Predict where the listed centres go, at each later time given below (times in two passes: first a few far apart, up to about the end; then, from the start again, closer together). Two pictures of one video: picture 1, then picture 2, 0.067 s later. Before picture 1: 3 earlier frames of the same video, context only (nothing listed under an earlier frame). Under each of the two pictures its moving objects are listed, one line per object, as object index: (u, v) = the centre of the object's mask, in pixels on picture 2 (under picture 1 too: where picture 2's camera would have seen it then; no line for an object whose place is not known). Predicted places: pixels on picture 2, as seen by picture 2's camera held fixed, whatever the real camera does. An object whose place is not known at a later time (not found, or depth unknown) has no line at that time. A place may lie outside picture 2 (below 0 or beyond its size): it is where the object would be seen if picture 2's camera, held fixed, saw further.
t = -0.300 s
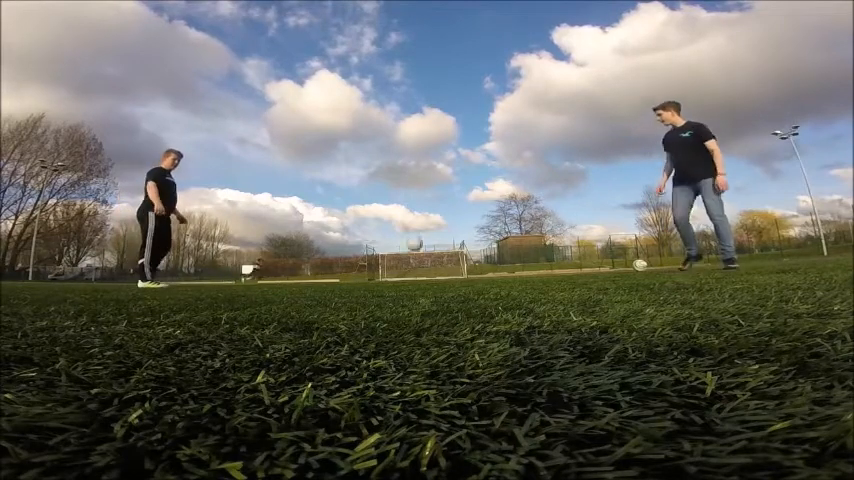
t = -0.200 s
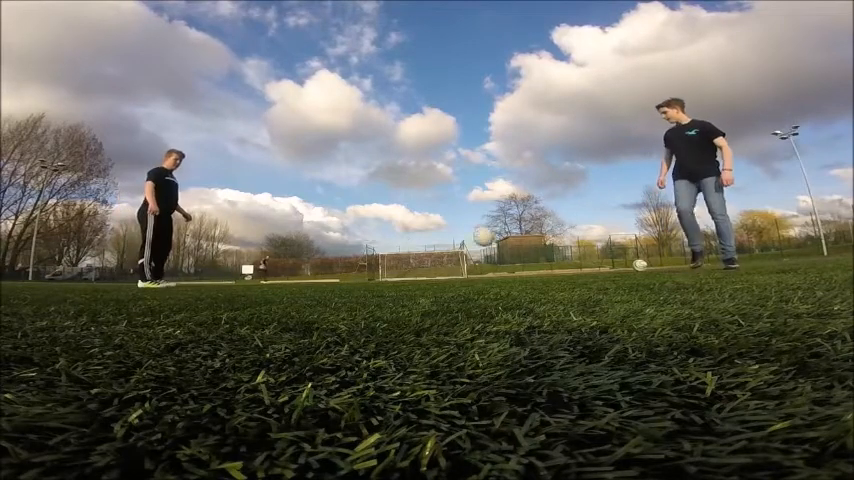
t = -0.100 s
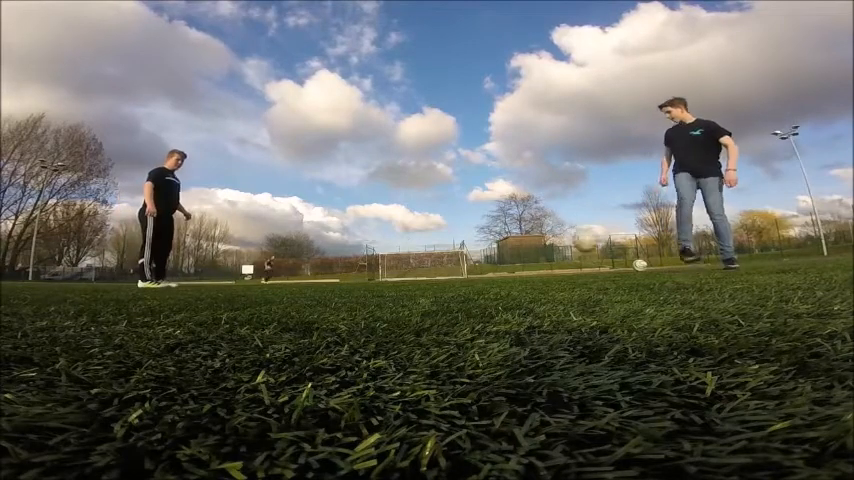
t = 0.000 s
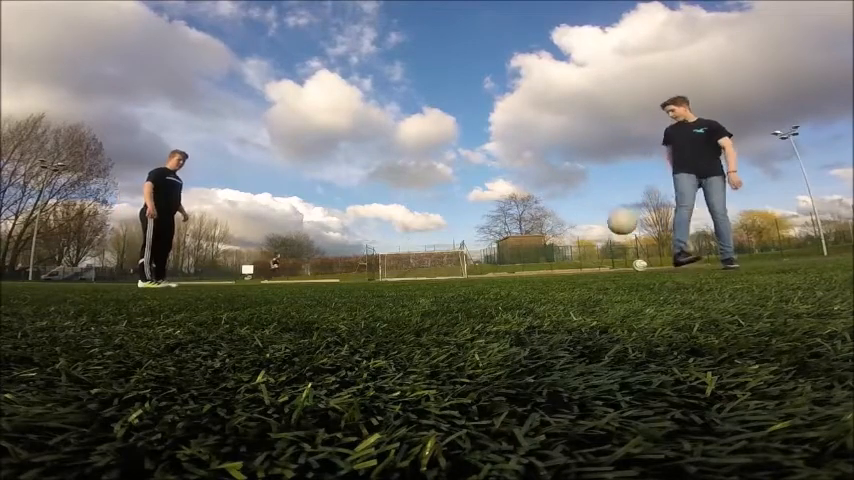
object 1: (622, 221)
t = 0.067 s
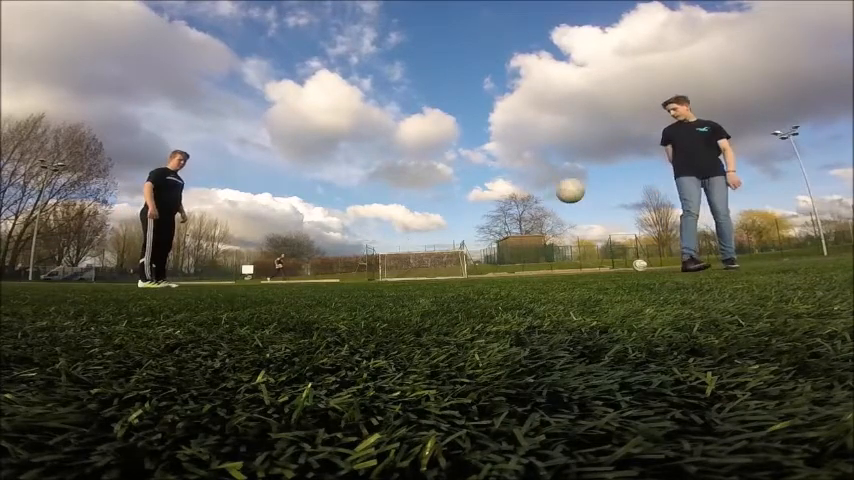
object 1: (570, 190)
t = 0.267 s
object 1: (429, 136)
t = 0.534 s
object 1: (275, 134)
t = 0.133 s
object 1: (520, 166)
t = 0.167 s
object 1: (496, 158)
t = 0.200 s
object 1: (473, 148)
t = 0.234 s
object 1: (452, 141)
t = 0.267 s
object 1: (429, 136)
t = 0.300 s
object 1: (408, 131)
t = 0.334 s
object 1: (389, 129)
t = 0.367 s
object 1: (370, 127)
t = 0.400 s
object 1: (351, 127)
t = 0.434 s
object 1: (331, 126)
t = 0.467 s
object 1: (313, 128)
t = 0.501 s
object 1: (296, 132)
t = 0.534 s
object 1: (275, 134)
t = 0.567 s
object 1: (258, 137)
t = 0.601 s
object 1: (242, 143)
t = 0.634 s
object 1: (225, 148)
